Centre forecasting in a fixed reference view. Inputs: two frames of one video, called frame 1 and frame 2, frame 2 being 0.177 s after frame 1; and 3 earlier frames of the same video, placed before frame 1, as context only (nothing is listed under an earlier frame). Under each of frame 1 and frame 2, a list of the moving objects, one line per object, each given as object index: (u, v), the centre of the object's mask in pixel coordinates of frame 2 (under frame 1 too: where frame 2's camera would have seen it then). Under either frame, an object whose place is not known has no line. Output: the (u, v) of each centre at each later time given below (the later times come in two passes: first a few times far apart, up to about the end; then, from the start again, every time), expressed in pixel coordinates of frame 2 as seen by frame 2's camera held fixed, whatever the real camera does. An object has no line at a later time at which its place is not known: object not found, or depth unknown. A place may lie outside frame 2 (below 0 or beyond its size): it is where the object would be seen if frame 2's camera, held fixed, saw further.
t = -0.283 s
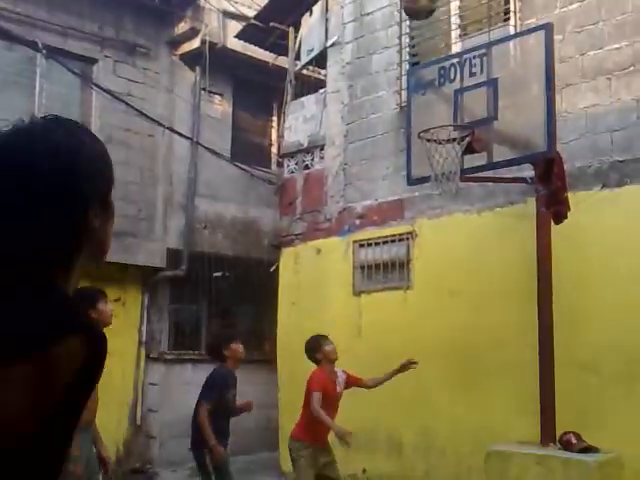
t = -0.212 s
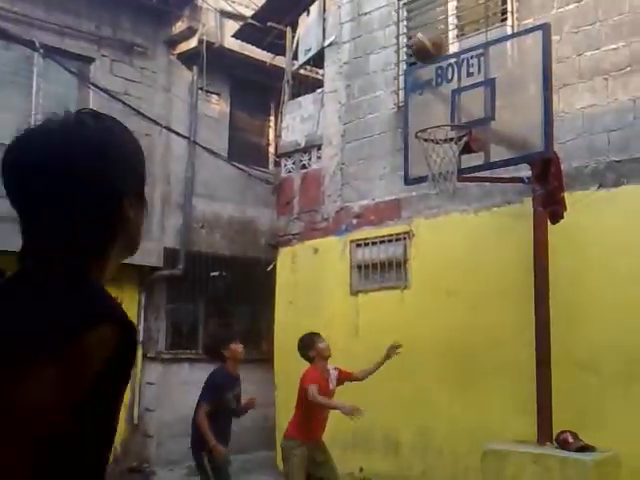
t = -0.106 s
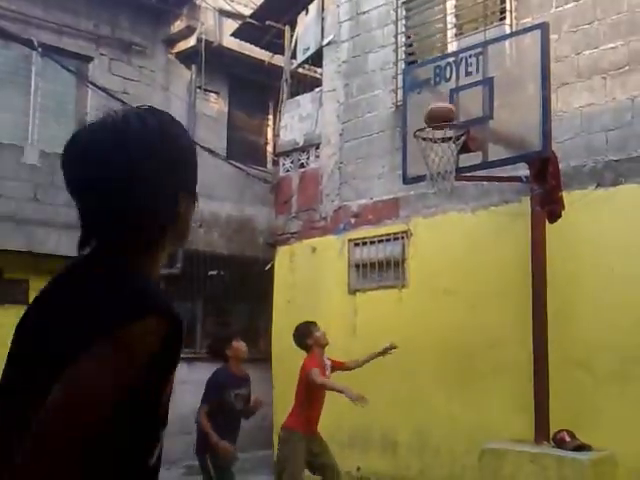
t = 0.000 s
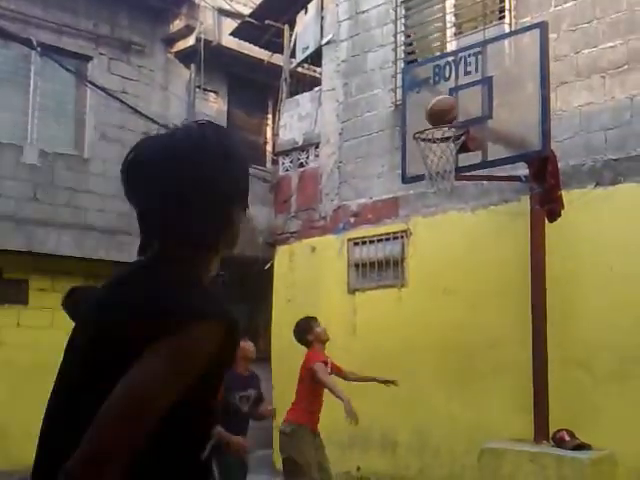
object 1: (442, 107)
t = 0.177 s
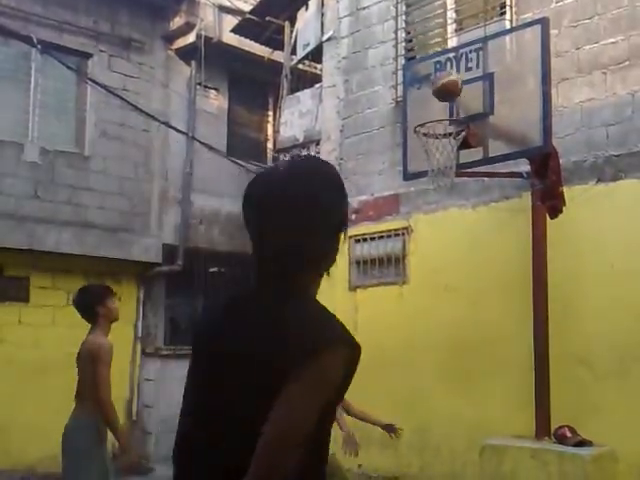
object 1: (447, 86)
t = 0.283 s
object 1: (434, 97)
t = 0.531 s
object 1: (438, 103)
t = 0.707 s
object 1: (452, 135)
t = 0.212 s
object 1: (442, 88)
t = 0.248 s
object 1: (438, 92)
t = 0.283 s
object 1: (434, 97)
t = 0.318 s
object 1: (429, 103)
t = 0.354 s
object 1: (425, 109)
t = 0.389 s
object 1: (427, 106)
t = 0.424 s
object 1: (430, 104)
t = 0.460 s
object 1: (432, 103)
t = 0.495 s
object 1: (434, 105)
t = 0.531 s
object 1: (438, 103)
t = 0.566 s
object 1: (441, 106)
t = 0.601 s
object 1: (443, 113)
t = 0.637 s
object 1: (444, 119)
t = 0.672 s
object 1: (448, 126)
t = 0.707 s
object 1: (452, 135)
